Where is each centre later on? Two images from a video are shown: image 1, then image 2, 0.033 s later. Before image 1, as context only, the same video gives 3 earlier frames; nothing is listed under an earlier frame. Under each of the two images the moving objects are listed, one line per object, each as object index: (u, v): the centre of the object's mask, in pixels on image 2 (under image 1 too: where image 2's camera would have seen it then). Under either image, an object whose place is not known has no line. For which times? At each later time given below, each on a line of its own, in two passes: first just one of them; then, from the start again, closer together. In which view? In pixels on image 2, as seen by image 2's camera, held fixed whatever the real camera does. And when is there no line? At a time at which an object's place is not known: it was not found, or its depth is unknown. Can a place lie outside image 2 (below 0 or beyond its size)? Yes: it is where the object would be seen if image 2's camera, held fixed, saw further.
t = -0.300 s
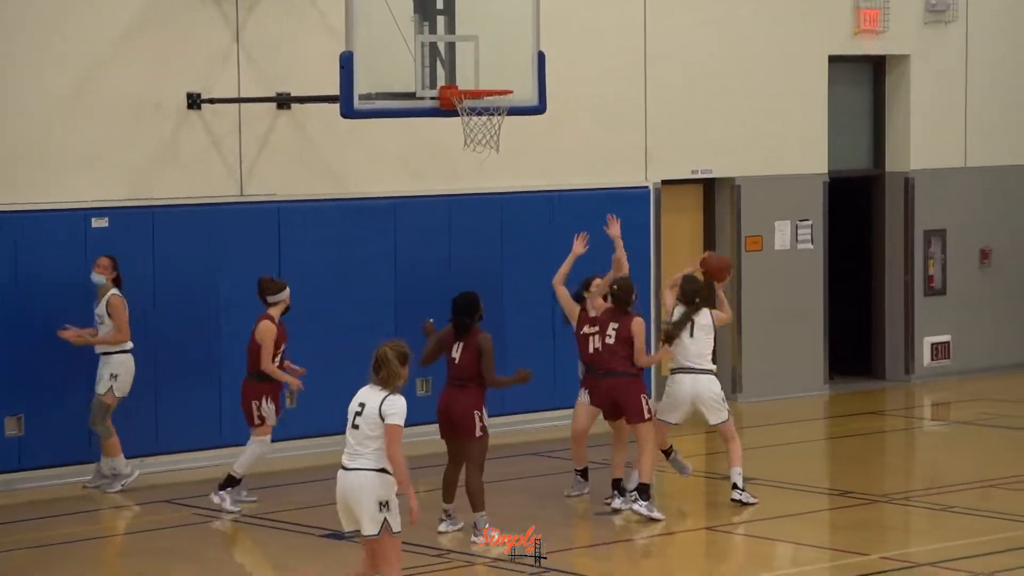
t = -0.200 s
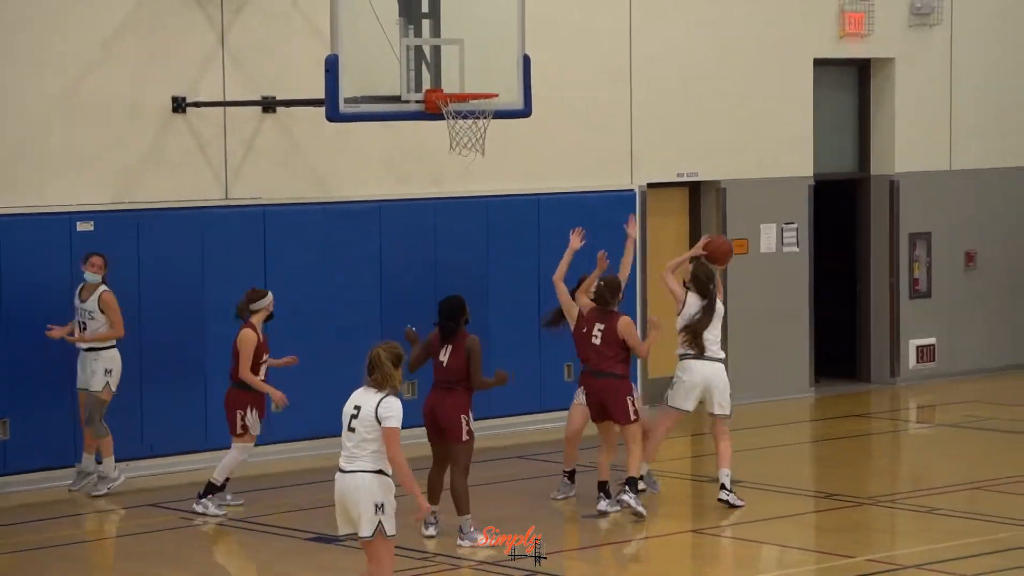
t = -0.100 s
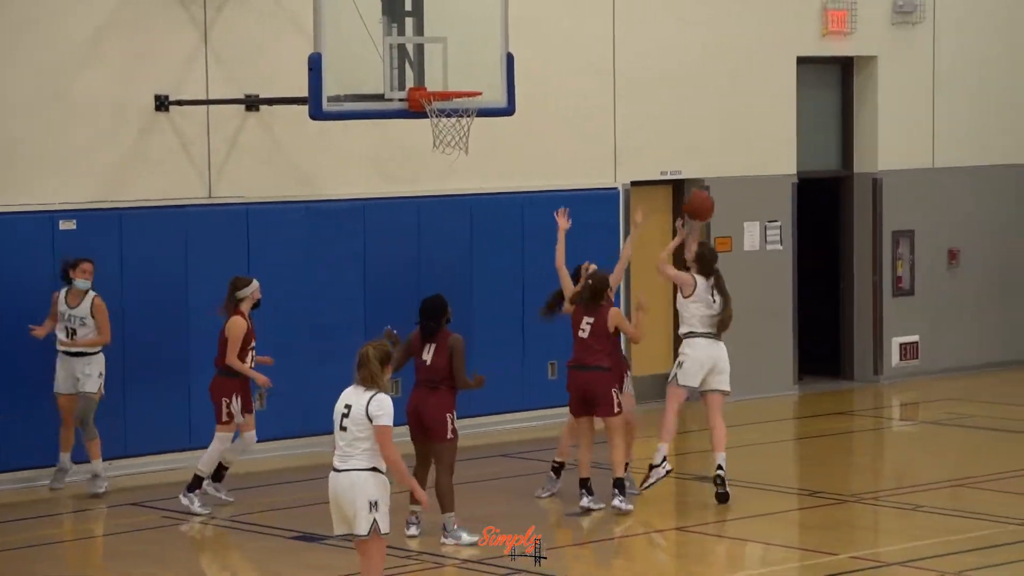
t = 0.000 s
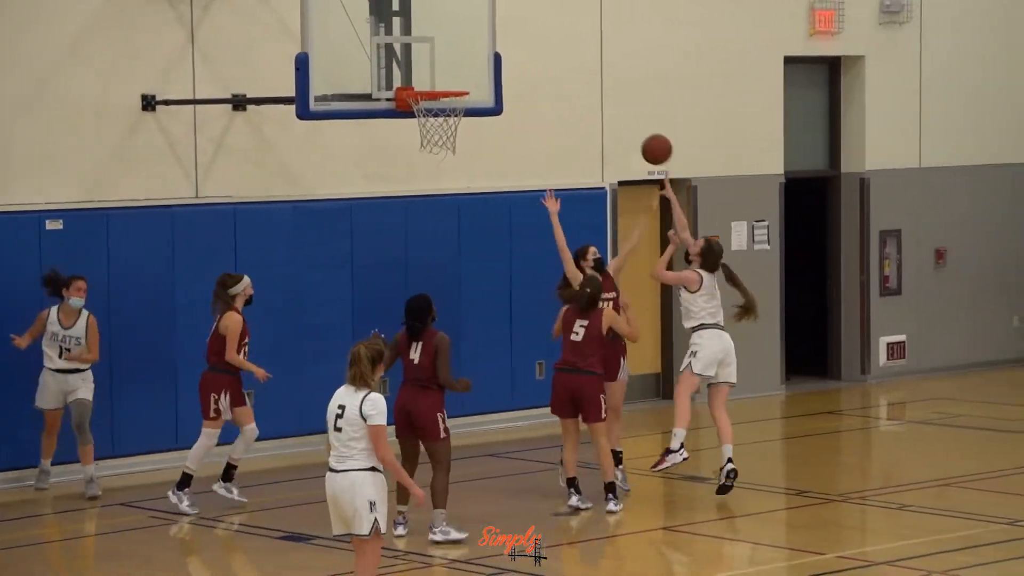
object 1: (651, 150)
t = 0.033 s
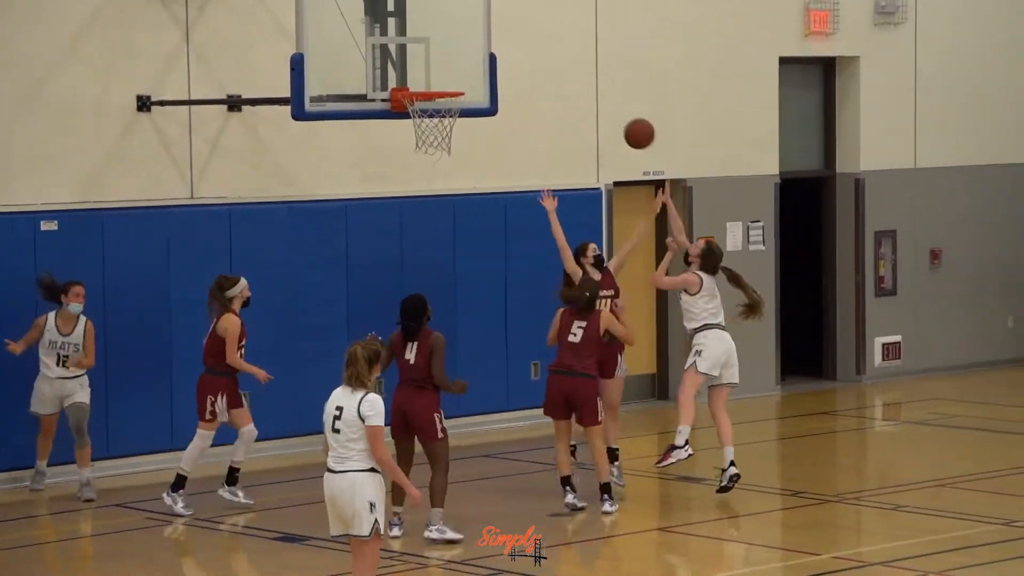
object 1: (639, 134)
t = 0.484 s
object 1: (472, 58)
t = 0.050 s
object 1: (633, 126)
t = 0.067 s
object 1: (626, 119)
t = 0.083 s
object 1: (620, 112)
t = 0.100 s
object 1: (614, 105)
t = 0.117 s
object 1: (608, 99)
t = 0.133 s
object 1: (602, 93)
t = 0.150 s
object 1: (596, 88)
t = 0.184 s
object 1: (584, 78)
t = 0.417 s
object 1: (497, 52)
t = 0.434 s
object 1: (490, 53)
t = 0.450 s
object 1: (484, 54)
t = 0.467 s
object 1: (478, 56)
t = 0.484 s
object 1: (472, 58)
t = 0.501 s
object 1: (466, 60)
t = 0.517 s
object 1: (460, 62)
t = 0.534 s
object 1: (454, 65)
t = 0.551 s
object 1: (448, 69)
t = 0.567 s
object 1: (442, 73)
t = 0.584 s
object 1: (436, 77)
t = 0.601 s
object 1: (430, 80)
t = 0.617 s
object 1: (424, 82)
